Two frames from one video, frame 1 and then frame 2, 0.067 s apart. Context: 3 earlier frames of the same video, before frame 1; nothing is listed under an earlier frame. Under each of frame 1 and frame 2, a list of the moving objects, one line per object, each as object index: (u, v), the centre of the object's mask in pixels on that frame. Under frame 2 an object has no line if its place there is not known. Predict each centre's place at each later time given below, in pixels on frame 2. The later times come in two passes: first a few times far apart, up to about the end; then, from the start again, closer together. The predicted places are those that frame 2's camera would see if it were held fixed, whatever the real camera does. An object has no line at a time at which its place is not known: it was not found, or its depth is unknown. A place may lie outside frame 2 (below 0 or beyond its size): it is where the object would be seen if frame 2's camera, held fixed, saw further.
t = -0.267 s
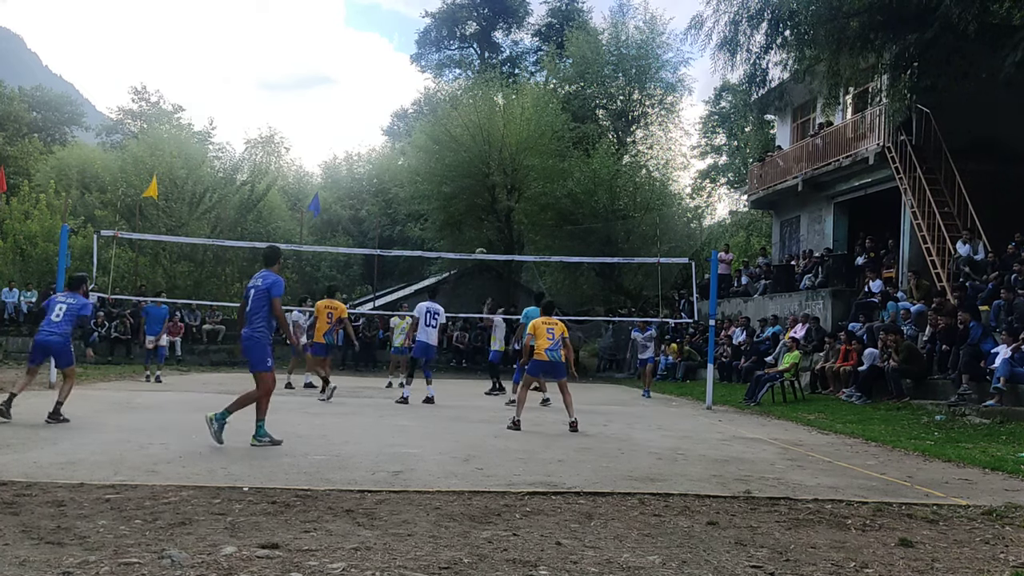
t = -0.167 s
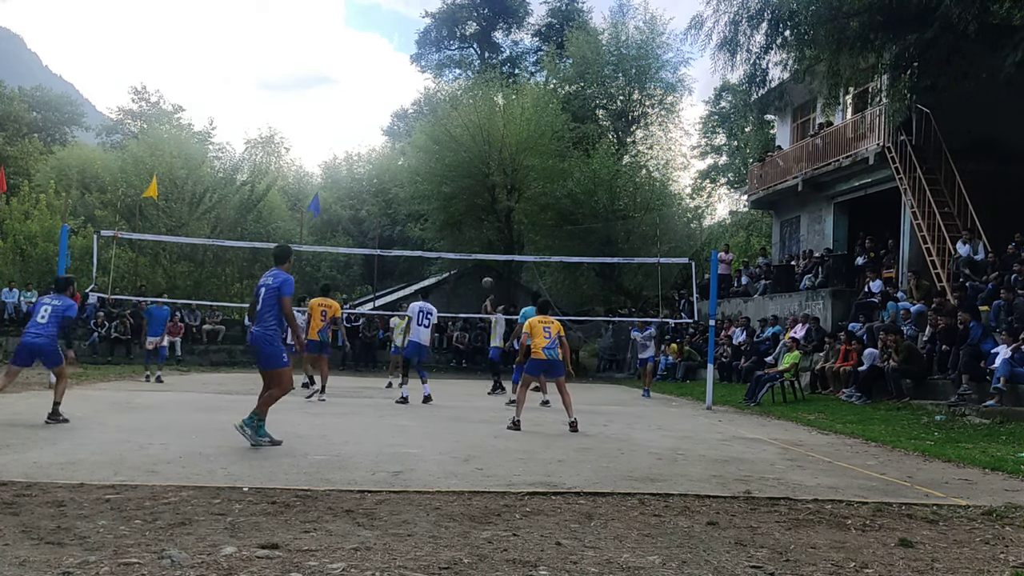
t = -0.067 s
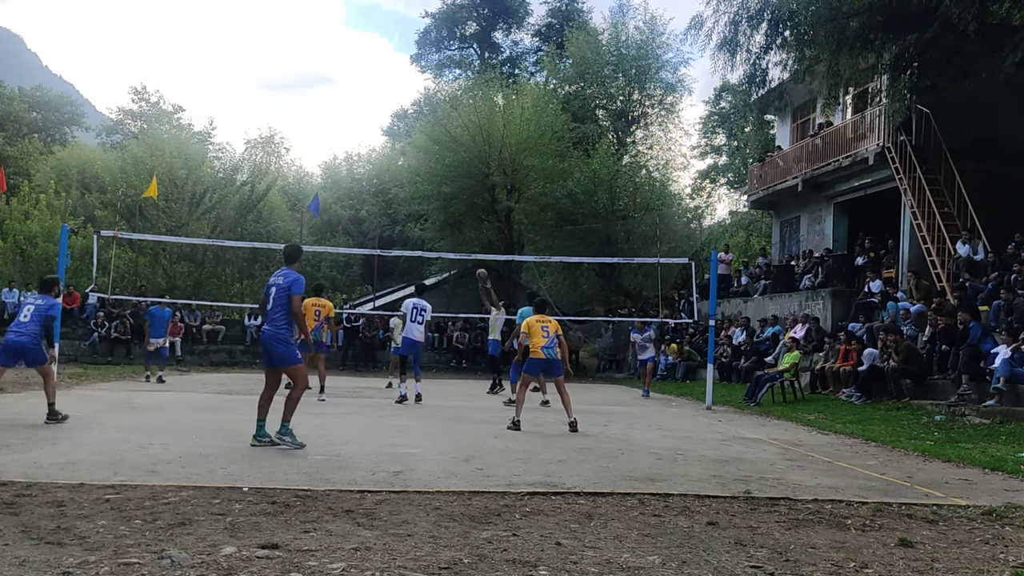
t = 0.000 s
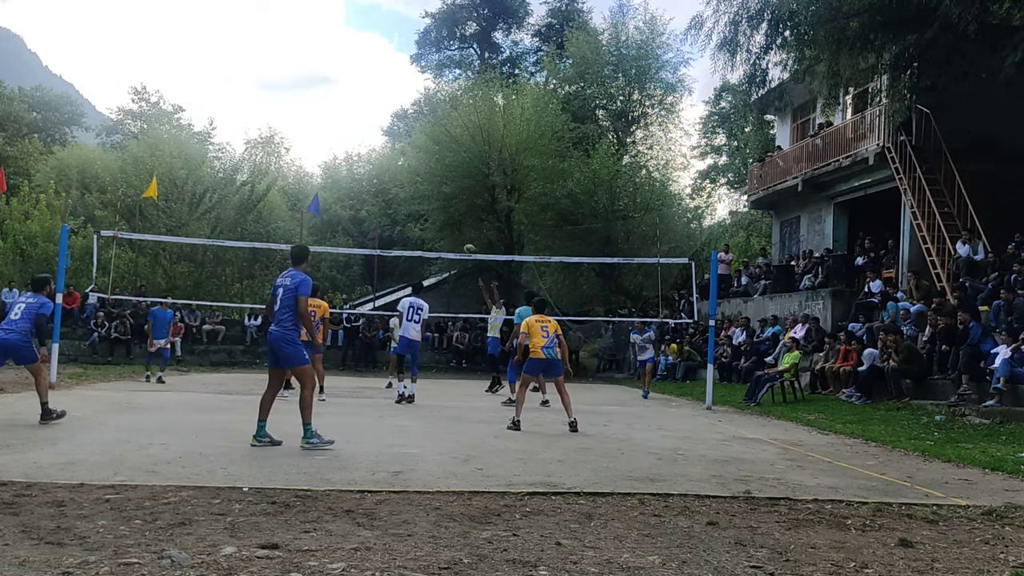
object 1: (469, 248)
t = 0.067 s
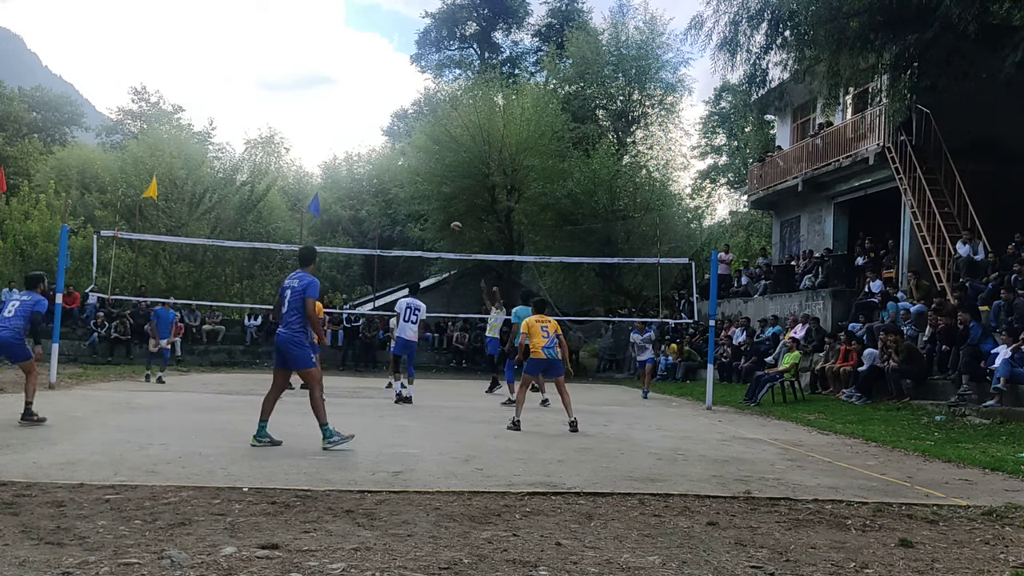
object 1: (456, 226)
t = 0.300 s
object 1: (408, 166)
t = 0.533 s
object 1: (360, 133)
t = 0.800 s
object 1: (302, 130)
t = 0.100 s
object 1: (449, 216)
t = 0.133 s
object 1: (443, 206)
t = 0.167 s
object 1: (436, 196)
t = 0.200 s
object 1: (430, 187)
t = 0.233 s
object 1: (422, 180)
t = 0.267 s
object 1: (416, 172)
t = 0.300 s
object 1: (408, 166)
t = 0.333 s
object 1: (402, 160)
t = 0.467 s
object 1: (374, 140)
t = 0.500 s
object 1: (367, 136)
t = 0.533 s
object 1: (360, 133)
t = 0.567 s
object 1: (353, 130)
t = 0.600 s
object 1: (346, 129)
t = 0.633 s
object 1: (339, 127)
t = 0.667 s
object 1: (331, 127)
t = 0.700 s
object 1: (324, 127)
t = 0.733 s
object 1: (317, 127)
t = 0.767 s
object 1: (309, 129)
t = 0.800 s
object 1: (302, 130)
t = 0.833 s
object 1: (294, 133)
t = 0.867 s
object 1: (287, 136)
